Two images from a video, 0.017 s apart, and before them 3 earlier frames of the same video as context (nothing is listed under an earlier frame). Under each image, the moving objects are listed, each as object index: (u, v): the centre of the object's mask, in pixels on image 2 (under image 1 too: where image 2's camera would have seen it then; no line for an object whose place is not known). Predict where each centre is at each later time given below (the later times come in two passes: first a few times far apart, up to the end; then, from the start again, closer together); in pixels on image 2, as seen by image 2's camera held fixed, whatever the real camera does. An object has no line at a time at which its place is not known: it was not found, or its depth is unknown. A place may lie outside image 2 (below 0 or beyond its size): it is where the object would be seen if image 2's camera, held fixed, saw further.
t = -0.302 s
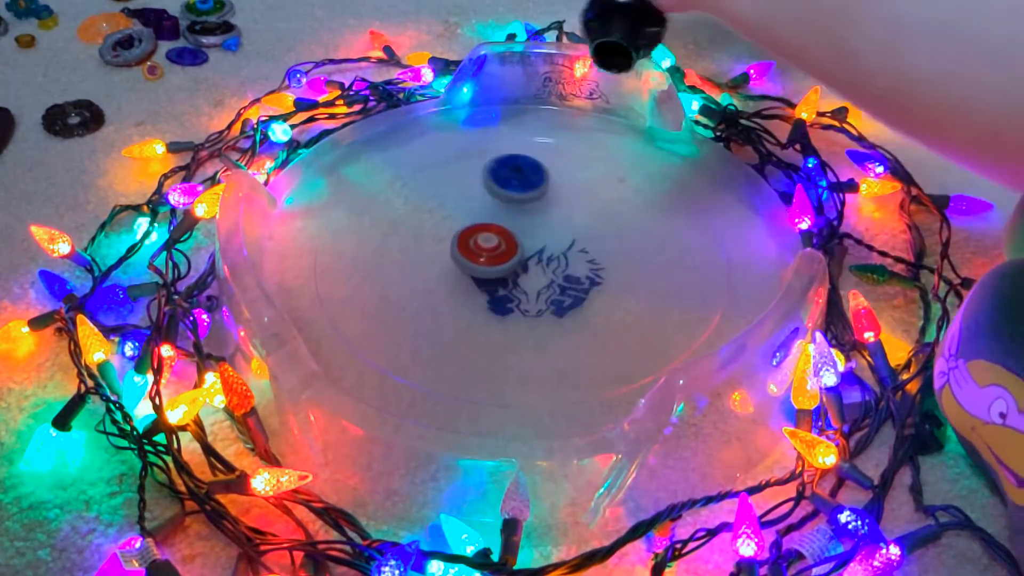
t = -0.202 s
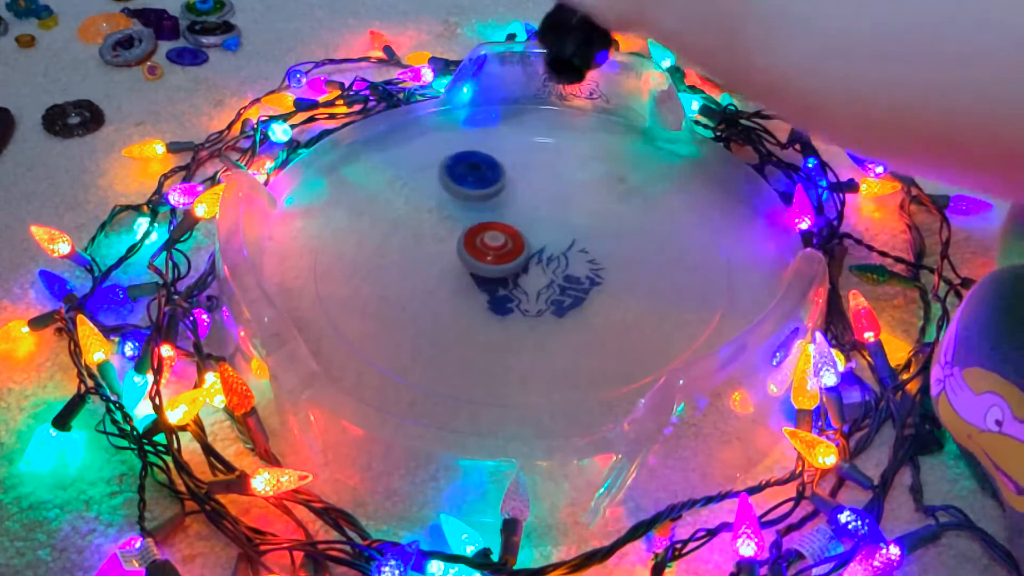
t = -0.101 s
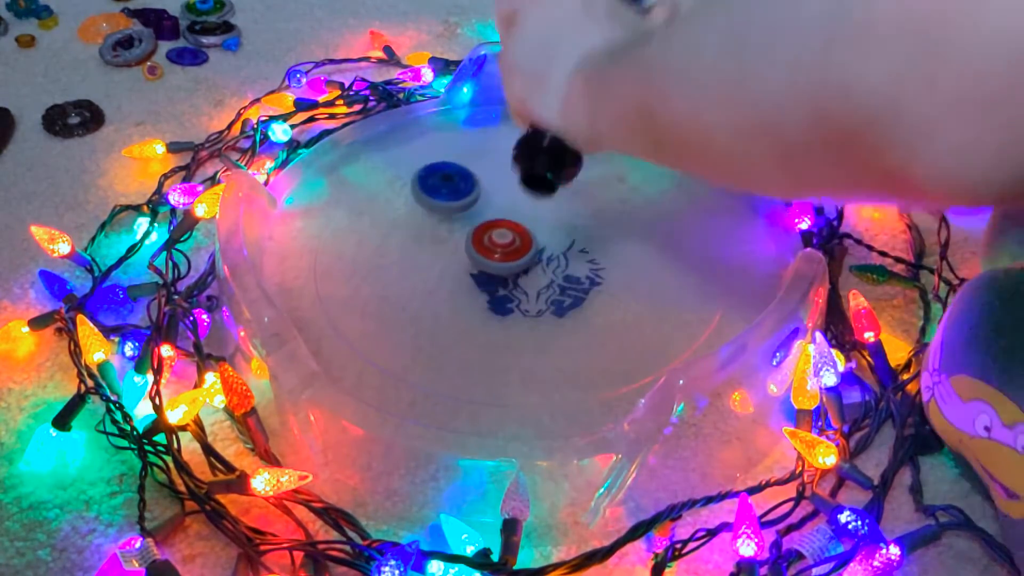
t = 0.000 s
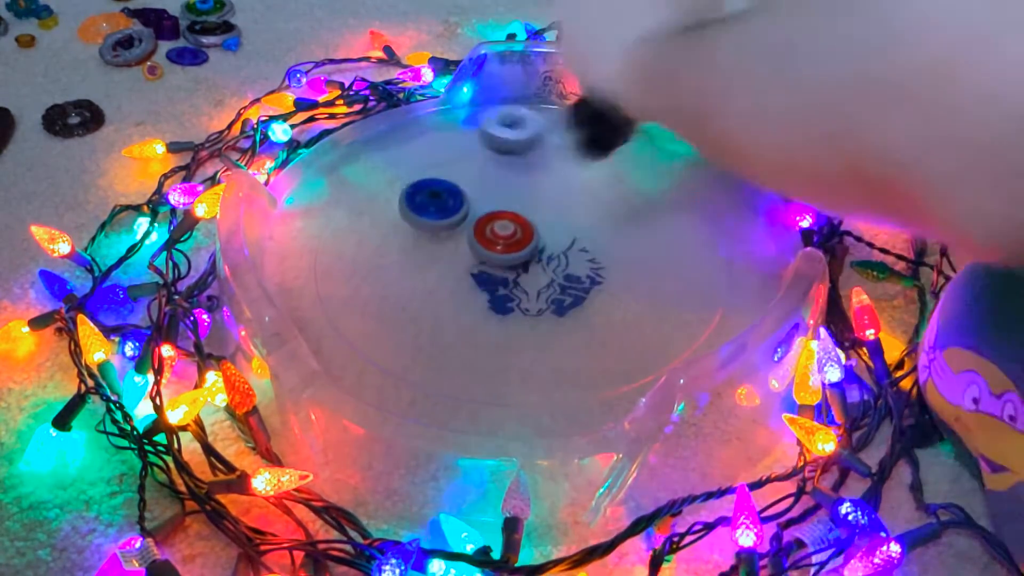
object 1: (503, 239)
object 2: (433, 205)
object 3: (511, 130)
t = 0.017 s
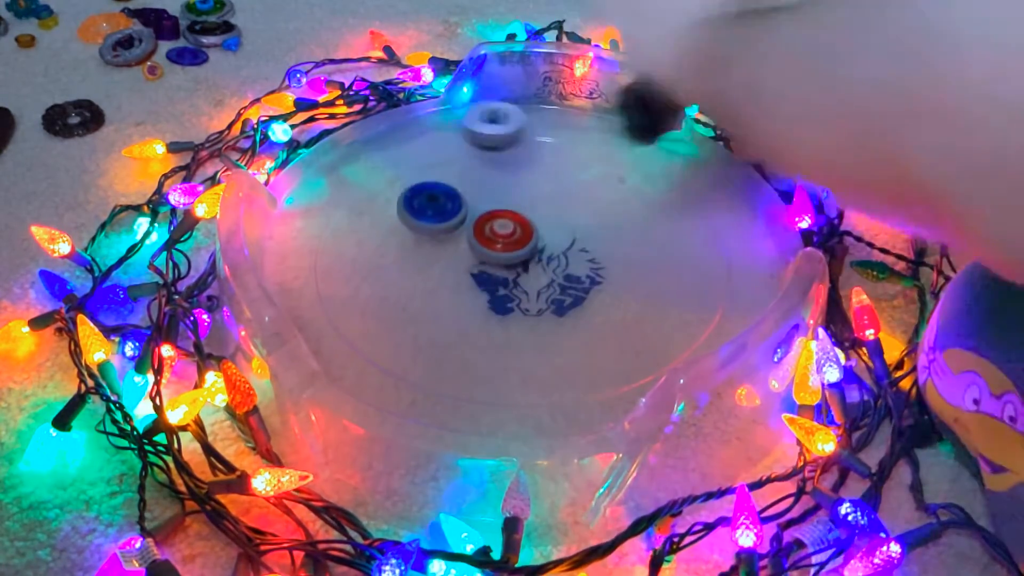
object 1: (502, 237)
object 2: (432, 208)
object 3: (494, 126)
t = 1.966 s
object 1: (537, 306)
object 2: (587, 262)
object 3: (486, 245)
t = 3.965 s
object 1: (472, 215)
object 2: (440, 260)
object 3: (539, 262)
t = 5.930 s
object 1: (578, 290)
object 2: (572, 238)
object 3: (490, 245)
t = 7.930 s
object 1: (452, 199)
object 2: (506, 235)
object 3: (544, 300)
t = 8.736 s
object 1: (503, 277)
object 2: (482, 218)
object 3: (584, 262)
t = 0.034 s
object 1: (502, 236)
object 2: (430, 211)
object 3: (476, 125)
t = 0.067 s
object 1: (504, 234)
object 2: (427, 216)
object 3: (436, 133)
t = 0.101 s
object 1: (525, 235)
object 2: (406, 216)
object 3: (398, 154)
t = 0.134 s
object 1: (540, 236)
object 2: (394, 219)
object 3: (365, 168)
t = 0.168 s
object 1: (550, 236)
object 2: (388, 224)
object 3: (336, 180)
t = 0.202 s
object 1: (555, 235)
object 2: (387, 232)
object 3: (311, 196)
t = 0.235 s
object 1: (557, 233)
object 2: (389, 241)
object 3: (309, 213)
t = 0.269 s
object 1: (558, 231)
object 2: (394, 249)
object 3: (310, 235)
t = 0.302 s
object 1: (558, 228)
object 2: (400, 258)
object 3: (312, 255)
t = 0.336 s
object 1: (559, 226)
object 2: (407, 264)
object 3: (316, 274)
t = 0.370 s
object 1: (559, 224)
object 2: (415, 271)
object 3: (324, 292)
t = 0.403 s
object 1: (559, 223)
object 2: (424, 276)
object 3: (335, 309)
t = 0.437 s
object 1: (560, 222)
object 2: (435, 283)
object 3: (351, 323)
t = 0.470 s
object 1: (559, 220)
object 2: (448, 288)
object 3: (370, 339)
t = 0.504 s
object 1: (558, 219)
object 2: (461, 292)
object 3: (400, 350)
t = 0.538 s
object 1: (557, 218)
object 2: (473, 292)
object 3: (439, 363)
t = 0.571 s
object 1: (556, 217)
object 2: (484, 292)
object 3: (475, 369)
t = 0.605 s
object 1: (555, 217)
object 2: (496, 292)
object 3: (503, 370)
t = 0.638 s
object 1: (553, 216)
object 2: (507, 290)
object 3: (527, 368)
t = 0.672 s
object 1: (552, 216)
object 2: (518, 288)
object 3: (548, 363)
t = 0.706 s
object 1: (550, 216)
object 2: (528, 284)
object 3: (567, 358)
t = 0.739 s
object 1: (548, 217)
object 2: (537, 280)
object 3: (584, 352)
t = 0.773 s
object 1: (547, 219)
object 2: (544, 275)
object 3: (599, 343)
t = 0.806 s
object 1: (544, 219)
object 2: (551, 269)
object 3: (613, 334)
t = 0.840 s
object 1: (542, 216)
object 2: (557, 270)
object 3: (624, 321)
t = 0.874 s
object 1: (538, 215)
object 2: (562, 270)
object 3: (632, 309)
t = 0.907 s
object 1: (535, 217)
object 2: (566, 267)
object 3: (637, 296)
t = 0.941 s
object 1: (531, 219)
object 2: (568, 262)
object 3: (638, 283)
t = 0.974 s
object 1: (525, 215)
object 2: (571, 263)
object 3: (644, 270)
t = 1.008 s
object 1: (509, 200)
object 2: (572, 270)
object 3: (658, 266)
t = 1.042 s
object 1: (496, 188)
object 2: (574, 275)
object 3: (661, 257)
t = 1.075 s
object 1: (488, 185)
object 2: (578, 276)
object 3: (662, 249)
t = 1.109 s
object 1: (483, 188)
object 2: (582, 275)
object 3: (657, 238)
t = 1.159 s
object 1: (475, 195)
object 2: (591, 272)
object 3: (639, 222)
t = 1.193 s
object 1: (471, 200)
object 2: (597, 269)
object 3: (626, 213)
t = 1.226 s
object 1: (468, 206)
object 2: (599, 266)
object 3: (611, 206)
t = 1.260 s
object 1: (465, 212)
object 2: (602, 264)
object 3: (596, 201)
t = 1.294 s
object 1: (464, 217)
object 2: (604, 261)
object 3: (582, 199)
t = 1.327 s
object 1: (463, 223)
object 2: (605, 259)
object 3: (567, 199)
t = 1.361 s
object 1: (463, 228)
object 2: (605, 258)
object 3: (551, 200)
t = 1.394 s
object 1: (464, 234)
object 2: (605, 256)
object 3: (536, 202)
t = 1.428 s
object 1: (466, 239)
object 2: (604, 255)
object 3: (523, 206)
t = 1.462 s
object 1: (457, 247)
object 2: (603, 254)
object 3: (521, 206)
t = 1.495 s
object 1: (451, 255)
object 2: (602, 253)
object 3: (521, 207)
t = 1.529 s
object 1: (451, 262)
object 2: (600, 252)
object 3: (519, 211)
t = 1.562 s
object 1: (454, 269)
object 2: (598, 251)
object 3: (514, 218)
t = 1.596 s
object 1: (459, 275)
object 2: (596, 251)
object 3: (507, 226)
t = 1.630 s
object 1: (465, 281)
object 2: (594, 251)
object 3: (500, 232)
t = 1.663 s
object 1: (471, 288)
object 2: (590, 252)
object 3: (497, 236)
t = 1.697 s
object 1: (476, 294)
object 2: (586, 252)
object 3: (498, 238)
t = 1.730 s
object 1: (484, 299)
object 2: (581, 253)
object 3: (499, 241)
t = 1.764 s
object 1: (492, 302)
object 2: (577, 254)
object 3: (500, 243)
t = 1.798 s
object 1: (500, 304)
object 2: (574, 256)
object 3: (500, 244)
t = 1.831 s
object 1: (508, 306)
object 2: (583, 259)
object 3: (488, 241)
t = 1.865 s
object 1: (517, 307)
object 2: (587, 262)
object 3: (482, 239)
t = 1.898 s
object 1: (525, 307)
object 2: (587, 263)
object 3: (481, 240)
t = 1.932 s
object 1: (533, 306)
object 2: (586, 264)
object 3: (483, 241)
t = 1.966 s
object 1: (537, 306)
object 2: (587, 262)
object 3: (486, 245)
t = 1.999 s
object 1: (538, 306)
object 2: (588, 260)
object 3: (488, 248)
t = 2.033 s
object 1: (541, 306)
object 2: (587, 258)
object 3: (491, 251)
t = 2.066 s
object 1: (545, 305)
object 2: (584, 257)
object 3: (494, 252)
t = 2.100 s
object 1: (548, 304)
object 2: (581, 256)
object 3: (496, 254)
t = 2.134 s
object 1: (550, 305)
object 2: (579, 255)
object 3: (499, 255)
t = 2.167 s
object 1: (544, 312)
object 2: (581, 241)
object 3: (501, 256)
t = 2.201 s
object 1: (541, 317)
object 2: (580, 234)
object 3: (503, 257)
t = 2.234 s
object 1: (542, 317)
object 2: (577, 230)
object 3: (504, 258)
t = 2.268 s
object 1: (544, 317)
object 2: (572, 229)
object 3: (506, 259)
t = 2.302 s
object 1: (547, 317)
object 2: (567, 229)
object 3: (508, 260)
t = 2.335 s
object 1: (550, 316)
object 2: (582, 217)
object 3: (490, 269)
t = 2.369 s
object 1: (553, 316)
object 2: (596, 207)
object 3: (473, 276)
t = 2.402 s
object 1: (555, 314)
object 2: (603, 200)
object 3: (461, 282)
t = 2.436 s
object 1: (557, 313)
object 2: (601, 194)
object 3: (456, 286)
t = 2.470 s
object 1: (558, 311)
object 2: (593, 189)
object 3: (458, 289)
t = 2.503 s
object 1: (560, 309)
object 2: (584, 188)
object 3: (461, 293)
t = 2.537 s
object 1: (559, 306)
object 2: (575, 188)
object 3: (468, 296)
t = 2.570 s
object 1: (559, 303)
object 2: (566, 188)
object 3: (475, 298)
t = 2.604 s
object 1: (560, 300)
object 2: (559, 190)
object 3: (477, 298)
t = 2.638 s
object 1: (563, 297)
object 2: (552, 192)
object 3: (477, 298)
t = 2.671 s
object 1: (564, 292)
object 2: (545, 195)
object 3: (478, 297)
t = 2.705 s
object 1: (561, 289)
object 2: (539, 197)
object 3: (481, 297)
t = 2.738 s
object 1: (559, 285)
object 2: (534, 199)
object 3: (484, 296)
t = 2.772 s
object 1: (560, 279)
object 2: (529, 203)
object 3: (479, 297)
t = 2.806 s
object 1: (559, 275)
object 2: (524, 207)
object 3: (477, 297)
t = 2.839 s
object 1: (556, 272)
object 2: (520, 209)
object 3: (477, 297)
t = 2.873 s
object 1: (551, 269)
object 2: (516, 213)
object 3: (479, 296)
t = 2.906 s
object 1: (547, 266)
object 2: (513, 216)
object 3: (481, 296)
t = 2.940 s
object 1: (547, 269)
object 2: (506, 211)
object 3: (484, 296)
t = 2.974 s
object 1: (567, 271)
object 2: (496, 202)
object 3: (467, 300)
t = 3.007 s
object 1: (601, 263)
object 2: (488, 197)
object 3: (431, 306)
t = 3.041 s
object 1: (627, 254)
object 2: (481, 198)
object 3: (407, 309)
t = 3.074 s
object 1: (643, 244)
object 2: (474, 201)
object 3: (394, 311)
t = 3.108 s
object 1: (650, 232)
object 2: (468, 204)
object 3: (390, 312)
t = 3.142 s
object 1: (650, 222)
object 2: (463, 209)
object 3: (390, 313)
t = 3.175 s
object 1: (644, 210)
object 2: (459, 213)
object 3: (397, 316)
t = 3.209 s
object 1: (633, 199)
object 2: (456, 217)
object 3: (407, 318)
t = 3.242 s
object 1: (619, 190)
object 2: (453, 222)
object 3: (420, 320)
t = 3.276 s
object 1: (605, 184)
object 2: (452, 226)
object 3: (436, 322)
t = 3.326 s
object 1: (584, 179)
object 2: (451, 233)
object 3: (460, 323)
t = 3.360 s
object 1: (571, 178)
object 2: (452, 238)
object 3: (475, 322)
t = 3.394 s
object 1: (560, 178)
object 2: (453, 242)
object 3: (487, 320)
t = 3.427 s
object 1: (548, 179)
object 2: (454, 245)
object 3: (496, 316)
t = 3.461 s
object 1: (538, 181)
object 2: (456, 249)
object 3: (503, 312)
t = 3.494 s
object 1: (528, 183)
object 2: (458, 253)
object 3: (507, 305)
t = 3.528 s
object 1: (519, 186)
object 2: (460, 256)
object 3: (508, 298)
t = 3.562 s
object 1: (512, 190)
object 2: (452, 247)
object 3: (520, 300)
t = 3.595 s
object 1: (505, 194)
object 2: (444, 235)
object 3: (531, 303)
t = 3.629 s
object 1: (500, 198)
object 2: (441, 229)
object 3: (537, 302)
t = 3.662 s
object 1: (496, 201)
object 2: (440, 227)
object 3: (540, 300)
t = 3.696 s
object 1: (494, 205)
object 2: (438, 230)
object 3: (541, 295)
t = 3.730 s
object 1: (491, 208)
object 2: (436, 233)
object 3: (541, 289)
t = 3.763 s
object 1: (492, 211)
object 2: (431, 239)
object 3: (539, 281)
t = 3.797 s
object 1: (492, 214)
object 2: (429, 245)
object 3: (537, 274)
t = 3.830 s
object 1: (491, 218)
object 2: (430, 248)
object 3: (535, 266)
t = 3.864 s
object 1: (488, 220)
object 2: (431, 252)
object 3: (532, 259)
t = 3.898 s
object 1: (481, 216)
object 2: (433, 254)
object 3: (537, 261)
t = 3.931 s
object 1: (475, 214)
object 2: (436, 257)
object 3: (539, 262)
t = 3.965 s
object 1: (472, 215)
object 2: (440, 260)
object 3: (539, 262)
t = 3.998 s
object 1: (469, 217)
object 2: (445, 266)
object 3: (537, 261)
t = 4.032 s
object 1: (468, 220)
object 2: (449, 268)
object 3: (534, 259)
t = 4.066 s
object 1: (467, 222)
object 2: (453, 273)
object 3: (531, 255)
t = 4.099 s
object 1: (468, 220)
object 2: (456, 282)
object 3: (528, 252)
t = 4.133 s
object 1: (462, 215)
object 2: (460, 288)
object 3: (533, 253)
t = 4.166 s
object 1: (453, 209)
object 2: (466, 292)
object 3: (540, 257)
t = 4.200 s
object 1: (448, 207)
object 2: (473, 293)
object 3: (547, 258)
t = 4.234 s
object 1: (444, 209)
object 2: (479, 293)
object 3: (550, 258)
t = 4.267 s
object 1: (441, 211)
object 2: (486, 293)
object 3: (552, 257)
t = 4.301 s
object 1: (438, 214)
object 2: (492, 293)
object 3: (553, 255)
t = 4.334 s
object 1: (437, 218)
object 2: (498, 291)
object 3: (552, 251)
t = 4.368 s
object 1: (437, 222)
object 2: (504, 290)
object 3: (549, 247)
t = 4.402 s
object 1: (437, 226)
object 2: (509, 288)
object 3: (546, 242)
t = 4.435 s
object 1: (438, 230)
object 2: (514, 286)
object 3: (544, 238)
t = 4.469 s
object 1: (440, 233)
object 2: (518, 283)
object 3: (542, 234)
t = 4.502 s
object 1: (443, 237)
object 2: (521, 281)
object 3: (541, 231)
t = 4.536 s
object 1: (446, 241)
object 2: (525, 278)
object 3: (540, 228)
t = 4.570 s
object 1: (450, 245)
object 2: (528, 276)
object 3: (540, 225)
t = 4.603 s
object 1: (456, 249)
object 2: (531, 273)
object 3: (539, 223)
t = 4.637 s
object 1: (461, 253)
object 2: (532, 272)
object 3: (536, 221)
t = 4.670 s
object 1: (465, 254)
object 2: (537, 279)
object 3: (535, 212)
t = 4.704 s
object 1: (469, 254)
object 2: (542, 284)
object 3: (532, 207)
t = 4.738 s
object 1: (474, 255)
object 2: (546, 286)
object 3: (528, 204)
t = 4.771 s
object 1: (480, 256)
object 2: (549, 285)
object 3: (524, 203)
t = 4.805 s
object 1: (486, 256)
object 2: (552, 284)
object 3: (519, 204)
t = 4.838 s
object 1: (491, 256)
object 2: (555, 282)
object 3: (515, 205)
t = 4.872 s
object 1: (492, 258)
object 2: (561, 281)
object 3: (513, 203)
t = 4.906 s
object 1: (487, 267)
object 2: (568, 281)
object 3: (515, 192)
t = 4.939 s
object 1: (486, 273)
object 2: (572, 280)
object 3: (517, 187)
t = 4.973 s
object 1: (488, 276)
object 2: (575, 278)
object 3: (517, 186)
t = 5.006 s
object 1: (493, 279)
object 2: (577, 277)
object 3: (515, 187)
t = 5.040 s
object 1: (498, 280)
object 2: (579, 275)
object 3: (512, 190)
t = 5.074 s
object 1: (503, 282)
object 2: (580, 273)
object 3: (508, 194)
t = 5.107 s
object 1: (502, 282)
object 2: (589, 270)
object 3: (504, 197)
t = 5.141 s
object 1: (501, 282)
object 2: (595, 267)
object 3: (501, 202)
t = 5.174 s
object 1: (505, 283)
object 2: (598, 265)
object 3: (499, 208)
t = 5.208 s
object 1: (508, 283)
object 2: (599, 262)
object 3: (498, 213)
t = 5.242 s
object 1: (512, 283)
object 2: (600, 259)
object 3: (498, 220)
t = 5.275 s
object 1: (517, 284)
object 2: (600, 257)
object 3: (501, 225)
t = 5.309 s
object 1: (520, 283)
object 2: (599, 254)
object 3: (504, 229)
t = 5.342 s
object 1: (523, 284)
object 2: (597, 252)
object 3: (507, 231)
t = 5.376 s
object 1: (531, 294)
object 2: (595, 250)
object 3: (509, 225)
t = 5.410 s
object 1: (537, 299)
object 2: (593, 248)
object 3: (510, 222)
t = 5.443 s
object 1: (542, 301)
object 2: (590, 247)
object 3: (512, 221)
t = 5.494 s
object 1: (549, 301)
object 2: (584, 245)
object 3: (514, 223)
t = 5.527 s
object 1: (555, 301)
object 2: (582, 245)
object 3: (514, 224)
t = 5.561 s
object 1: (559, 300)
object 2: (583, 245)
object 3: (512, 224)
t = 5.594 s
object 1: (563, 299)
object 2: (581, 245)
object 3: (512, 225)
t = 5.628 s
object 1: (566, 298)
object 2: (579, 246)
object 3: (511, 226)
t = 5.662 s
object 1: (566, 301)
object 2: (589, 242)
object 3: (502, 224)
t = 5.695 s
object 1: (567, 302)
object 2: (592, 240)
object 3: (496, 225)
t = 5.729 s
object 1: (570, 302)
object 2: (593, 239)
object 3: (491, 226)
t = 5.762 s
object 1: (572, 301)
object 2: (591, 239)
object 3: (489, 228)
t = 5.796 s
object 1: (574, 300)
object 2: (588, 239)
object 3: (487, 231)
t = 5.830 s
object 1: (577, 298)
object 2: (585, 238)
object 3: (487, 235)
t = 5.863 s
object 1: (578, 296)
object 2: (582, 238)
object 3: (487, 238)
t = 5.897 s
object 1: (578, 293)
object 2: (577, 237)
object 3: (488, 242)
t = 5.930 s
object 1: (578, 290)
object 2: (572, 238)
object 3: (490, 245)
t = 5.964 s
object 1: (577, 289)
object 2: (568, 237)
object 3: (493, 248)
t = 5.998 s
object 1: (576, 294)
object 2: (562, 229)
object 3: (496, 251)
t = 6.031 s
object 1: (573, 295)
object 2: (560, 224)
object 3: (496, 255)
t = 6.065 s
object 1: (572, 295)
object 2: (556, 223)
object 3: (497, 257)
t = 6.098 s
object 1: (571, 295)
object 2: (552, 223)
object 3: (500, 260)
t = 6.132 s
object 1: (569, 294)
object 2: (548, 223)
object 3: (502, 263)
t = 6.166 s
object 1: (570, 294)
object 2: (551, 215)
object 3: (495, 271)
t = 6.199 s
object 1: (583, 296)
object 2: (551, 212)
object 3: (471, 270)
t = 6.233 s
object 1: (593, 297)
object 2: (547, 211)
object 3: (455, 269)
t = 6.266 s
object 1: (596, 295)
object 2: (543, 211)
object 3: (445, 268)
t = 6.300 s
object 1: (598, 293)
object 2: (538, 211)
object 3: (443, 269)
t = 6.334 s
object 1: (598, 291)
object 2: (533, 211)
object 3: (443, 272)
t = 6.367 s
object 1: (597, 288)
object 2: (528, 212)
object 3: (446, 275)
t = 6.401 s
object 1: (595, 285)
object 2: (524, 213)
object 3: (451, 278)
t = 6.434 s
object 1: (592, 282)
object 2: (520, 214)
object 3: (456, 281)
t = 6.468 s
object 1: (588, 280)
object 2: (516, 215)
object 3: (462, 283)
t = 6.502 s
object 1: (584, 278)
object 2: (512, 216)
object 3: (468, 285)
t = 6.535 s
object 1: (580, 275)
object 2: (508, 218)
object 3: (474, 287)
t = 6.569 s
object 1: (575, 273)
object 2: (505, 221)
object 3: (480, 288)
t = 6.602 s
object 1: (570, 272)
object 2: (501, 224)
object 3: (485, 288)
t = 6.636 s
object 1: (564, 270)
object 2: (498, 226)
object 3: (492, 289)
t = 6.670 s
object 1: (566, 266)
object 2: (495, 228)
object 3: (489, 288)
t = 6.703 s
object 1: (576, 258)
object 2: (493, 232)
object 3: (473, 290)
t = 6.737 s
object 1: (581, 252)
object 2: (490, 235)
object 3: (464, 291)
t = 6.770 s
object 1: (580, 248)
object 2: (489, 238)
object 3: (462, 292)
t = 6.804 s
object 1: (576, 245)
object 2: (488, 241)
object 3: (462, 293)
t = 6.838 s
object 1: (572, 242)
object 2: (488, 244)
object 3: (462, 294)
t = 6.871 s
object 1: (567, 239)
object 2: (489, 247)
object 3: (462, 295)
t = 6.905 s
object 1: (562, 237)
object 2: (490, 249)
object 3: (463, 296)
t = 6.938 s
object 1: (557, 234)
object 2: (491, 251)
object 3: (463, 296)
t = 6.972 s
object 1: (558, 229)
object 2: (488, 253)
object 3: (463, 299)
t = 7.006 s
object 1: (558, 226)
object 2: (488, 253)
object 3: (460, 303)
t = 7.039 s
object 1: (554, 224)
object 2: (489, 253)
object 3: (461, 305)
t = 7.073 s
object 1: (549, 222)
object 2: (490, 255)
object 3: (463, 306)
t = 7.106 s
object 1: (545, 220)
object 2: (491, 256)
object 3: (465, 307)
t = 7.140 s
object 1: (539, 217)
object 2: (492, 257)
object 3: (469, 307)
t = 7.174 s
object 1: (534, 216)
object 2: (493, 258)
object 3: (472, 307)
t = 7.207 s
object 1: (529, 215)
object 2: (494, 258)
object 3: (476, 306)
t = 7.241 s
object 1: (529, 205)
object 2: (493, 258)
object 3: (474, 313)
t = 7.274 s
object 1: (532, 193)
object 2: (491, 260)
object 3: (474, 317)
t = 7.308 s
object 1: (532, 185)
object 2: (490, 262)
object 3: (476, 317)
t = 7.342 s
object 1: (528, 181)
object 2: (491, 263)
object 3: (479, 317)
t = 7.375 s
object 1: (522, 179)
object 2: (492, 263)
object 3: (484, 316)
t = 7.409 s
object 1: (516, 178)
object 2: (493, 263)
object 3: (488, 315)
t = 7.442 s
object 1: (510, 177)
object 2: (493, 263)
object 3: (493, 312)
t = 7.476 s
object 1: (505, 177)
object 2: (496, 262)
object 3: (497, 314)
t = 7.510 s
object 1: (500, 177)
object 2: (497, 260)
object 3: (501, 313)
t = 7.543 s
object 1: (495, 178)
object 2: (499, 259)
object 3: (505, 311)
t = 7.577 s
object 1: (490, 179)
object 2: (500, 257)
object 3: (509, 309)
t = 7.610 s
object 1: (485, 180)
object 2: (500, 256)
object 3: (513, 306)
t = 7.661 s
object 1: (479, 183)
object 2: (501, 253)
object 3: (518, 304)
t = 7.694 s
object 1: (475, 186)
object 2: (503, 248)
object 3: (521, 303)
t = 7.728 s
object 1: (472, 189)
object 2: (503, 246)
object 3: (524, 300)
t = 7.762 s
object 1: (469, 193)
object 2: (503, 245)
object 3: (526, 297)
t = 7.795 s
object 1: (467, 196)
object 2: (502, 243)
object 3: (528, 295)
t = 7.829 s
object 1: (464, 198)
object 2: (502, 242)
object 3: (530, 291)
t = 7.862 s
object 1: (461, 201)
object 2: (502, 241)
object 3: (531, 288)
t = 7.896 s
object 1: (456, 198)
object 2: (506, 239)
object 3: (538, 295)
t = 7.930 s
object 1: (452, 199)
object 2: (506, 235)
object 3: (544, 300)
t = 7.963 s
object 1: (448, 199)
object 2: (510, 235)
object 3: (547, 301)
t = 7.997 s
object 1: (444, 200)
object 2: (512, 236)
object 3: (551, 299)
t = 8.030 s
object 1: (441, 203)
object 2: (513, 235)
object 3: (555, 296)
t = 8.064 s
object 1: (440, 206)
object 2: (513, 235)
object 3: (557, 293)
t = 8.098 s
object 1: (438, 210)
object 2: (514, 234)
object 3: (560, 290)
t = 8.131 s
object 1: (438, 214)
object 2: (515, 233)
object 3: (561, 286)
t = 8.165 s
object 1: (438, 218)
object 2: (515, 232)
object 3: (563, 283)
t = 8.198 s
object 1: (439, 222)
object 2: (516, 231)
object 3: (564, 279)
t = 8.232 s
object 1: (440, 226)
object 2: (518, 230)
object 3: (565, 276)
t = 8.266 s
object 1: (442, 231)
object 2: (518, 230)
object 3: (565, 272)
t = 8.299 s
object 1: (445, 235)
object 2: (519, 229)
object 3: (565, 269)
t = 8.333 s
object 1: (448, 240)
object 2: (519, 227)
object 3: (565, 267)
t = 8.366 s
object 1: (451, 245)
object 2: (519, 226)
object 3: (566, 265)
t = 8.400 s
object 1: (455, 248)
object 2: (511, 216)
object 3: (574, 271)
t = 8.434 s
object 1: (458, 252)
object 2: (503, 208)
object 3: (580, 275)
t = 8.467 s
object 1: (463, 256)
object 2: (498, 206)
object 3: (582, 275)
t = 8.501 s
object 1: (467, 259)
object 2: (495, 205)
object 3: (584, 275)
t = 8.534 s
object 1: (472, 262)
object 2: (492, 207)
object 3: (586, 274)
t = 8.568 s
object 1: (477, 265)
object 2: (489, 208)
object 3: (586, 272)
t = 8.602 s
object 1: (482, 268)
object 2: (487, 209)
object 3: (587, 270)
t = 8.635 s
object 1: (487, 270)
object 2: (485, 211)
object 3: (587, 268)
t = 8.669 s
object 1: (492, 272)
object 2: (483, 212)
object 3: (586, 266)
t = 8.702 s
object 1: (498, 275)
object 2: (482, 215)
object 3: (586, 264)
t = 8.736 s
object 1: (503, 277)
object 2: (482, 218)
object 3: (584, 262)
